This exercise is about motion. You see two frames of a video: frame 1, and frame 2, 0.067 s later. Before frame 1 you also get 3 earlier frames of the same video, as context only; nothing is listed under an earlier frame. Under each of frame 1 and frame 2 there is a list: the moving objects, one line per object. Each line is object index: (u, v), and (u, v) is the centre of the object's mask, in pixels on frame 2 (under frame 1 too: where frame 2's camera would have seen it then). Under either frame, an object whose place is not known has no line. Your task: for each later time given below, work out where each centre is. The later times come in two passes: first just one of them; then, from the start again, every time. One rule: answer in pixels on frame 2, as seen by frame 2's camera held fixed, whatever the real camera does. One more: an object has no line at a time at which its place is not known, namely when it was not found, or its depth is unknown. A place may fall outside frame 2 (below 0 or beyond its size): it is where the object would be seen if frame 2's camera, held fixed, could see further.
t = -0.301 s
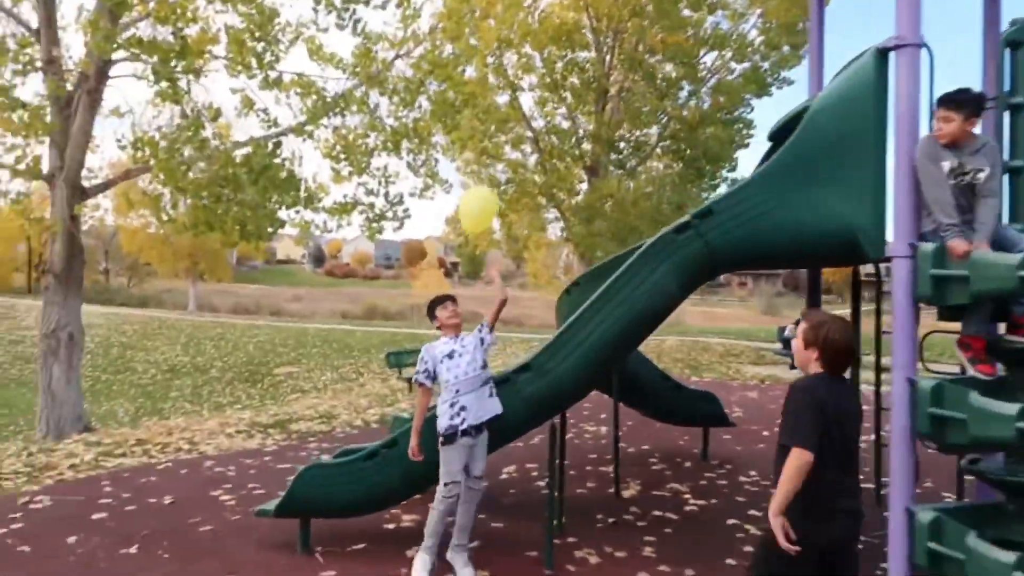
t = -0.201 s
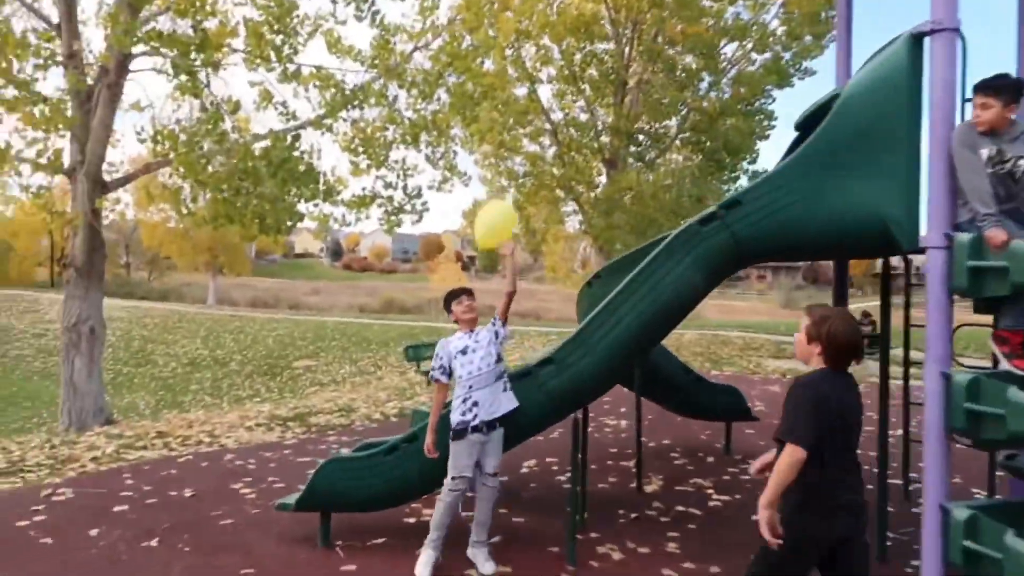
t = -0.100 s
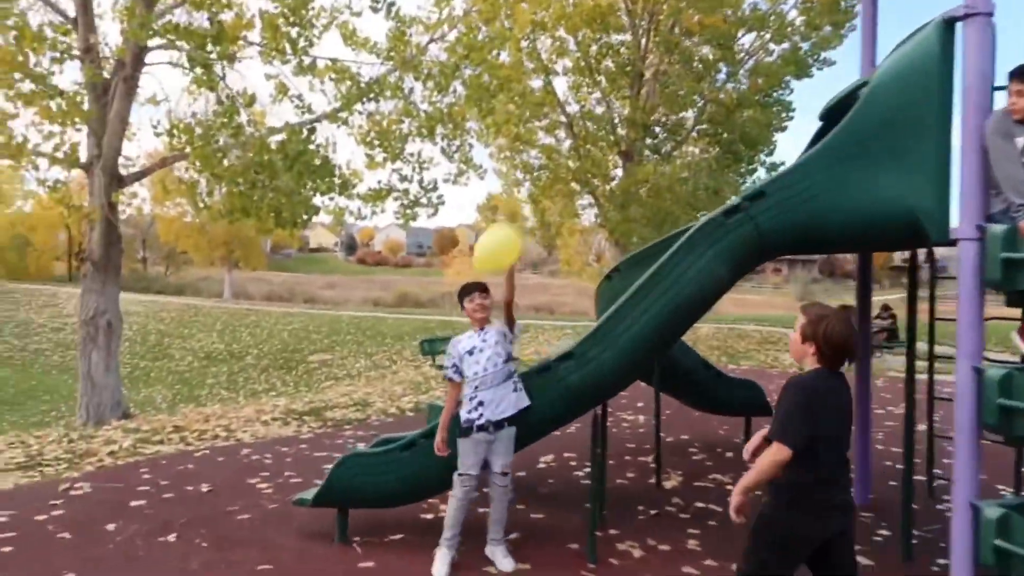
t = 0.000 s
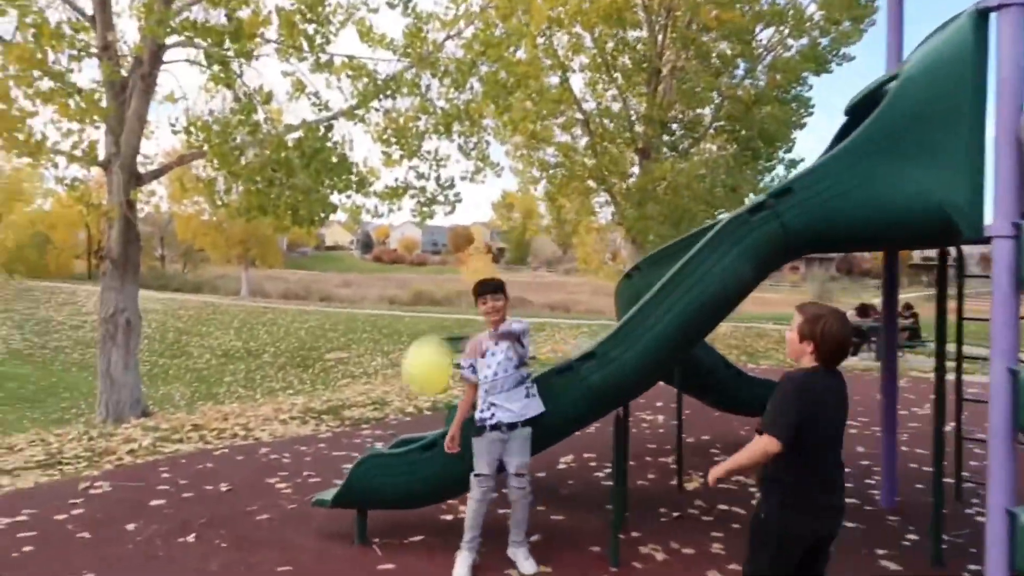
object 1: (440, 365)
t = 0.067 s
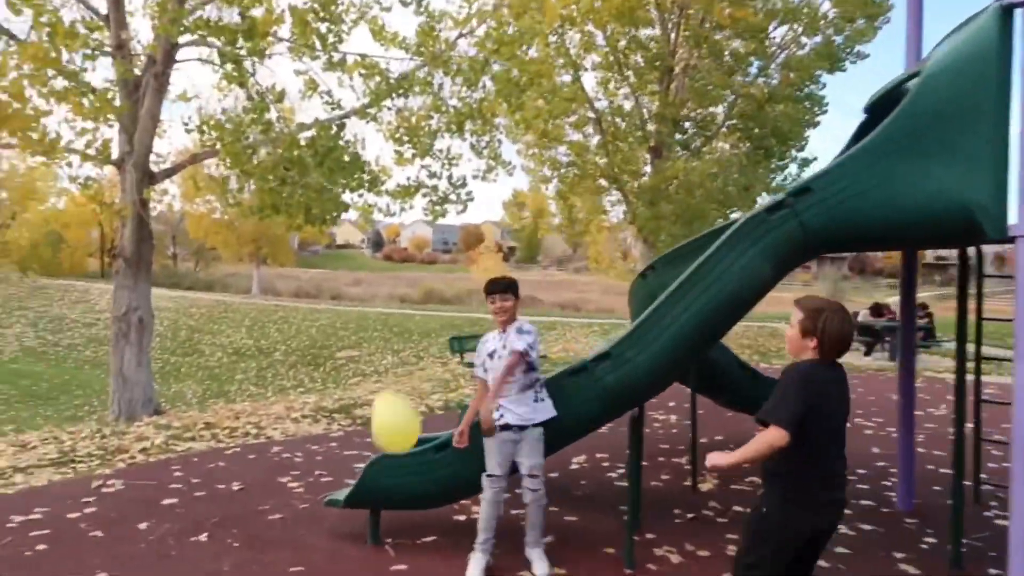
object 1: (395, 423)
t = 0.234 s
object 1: (346, 481)
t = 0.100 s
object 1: (380, 440)
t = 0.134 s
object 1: (368, 454)
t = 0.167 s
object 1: (359, 465)
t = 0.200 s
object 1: (353, 473)
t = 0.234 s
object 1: (346, 481)
